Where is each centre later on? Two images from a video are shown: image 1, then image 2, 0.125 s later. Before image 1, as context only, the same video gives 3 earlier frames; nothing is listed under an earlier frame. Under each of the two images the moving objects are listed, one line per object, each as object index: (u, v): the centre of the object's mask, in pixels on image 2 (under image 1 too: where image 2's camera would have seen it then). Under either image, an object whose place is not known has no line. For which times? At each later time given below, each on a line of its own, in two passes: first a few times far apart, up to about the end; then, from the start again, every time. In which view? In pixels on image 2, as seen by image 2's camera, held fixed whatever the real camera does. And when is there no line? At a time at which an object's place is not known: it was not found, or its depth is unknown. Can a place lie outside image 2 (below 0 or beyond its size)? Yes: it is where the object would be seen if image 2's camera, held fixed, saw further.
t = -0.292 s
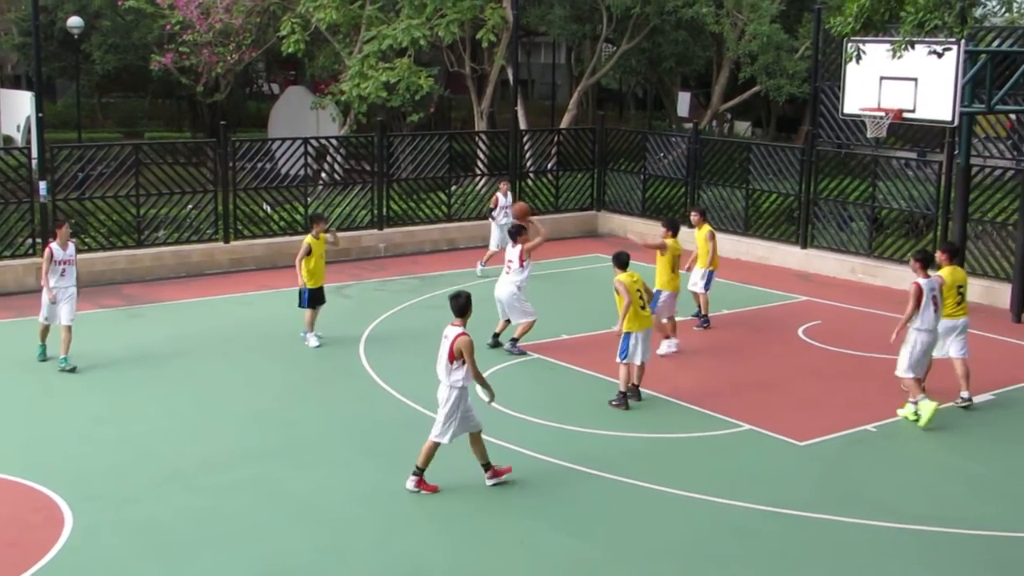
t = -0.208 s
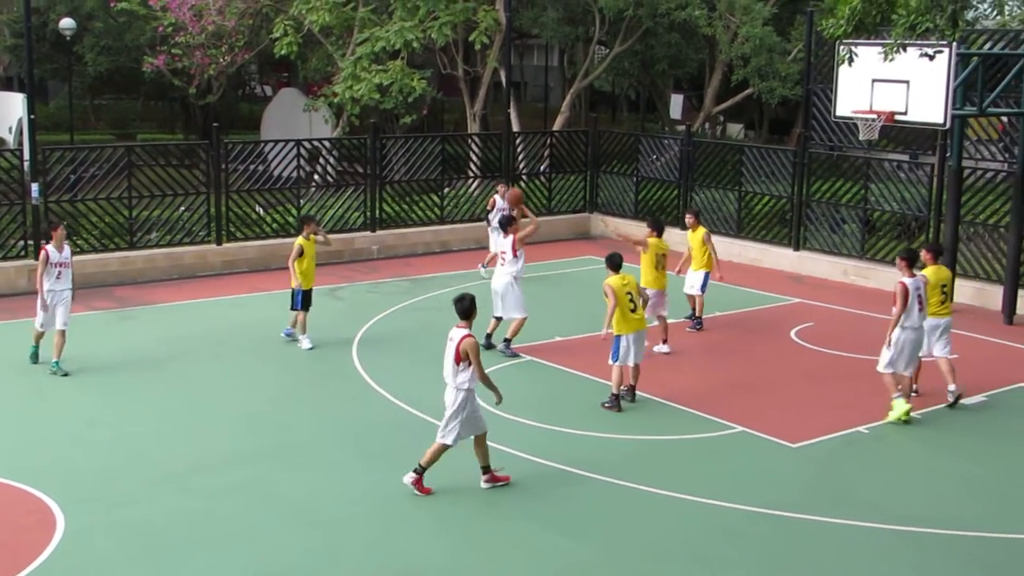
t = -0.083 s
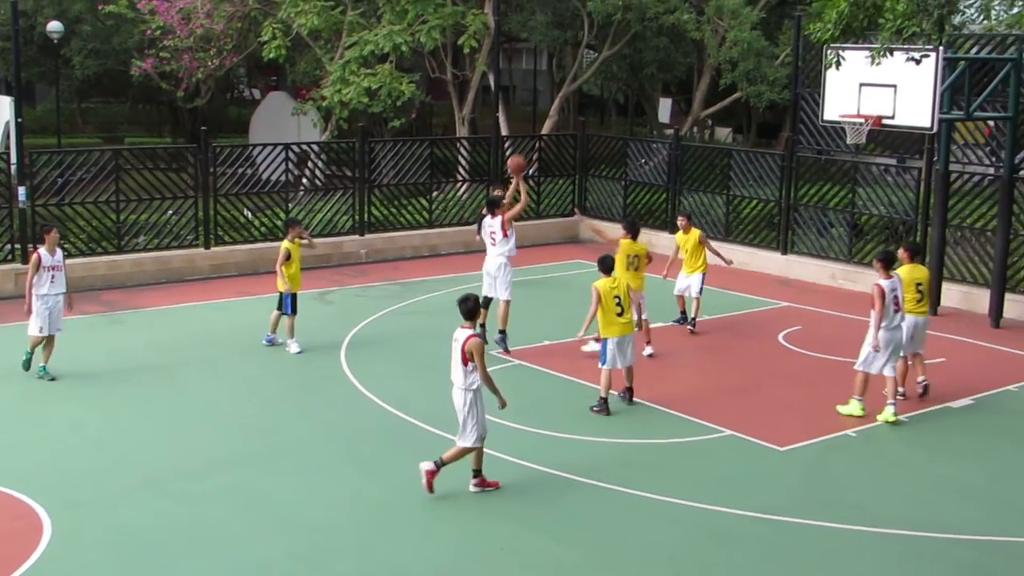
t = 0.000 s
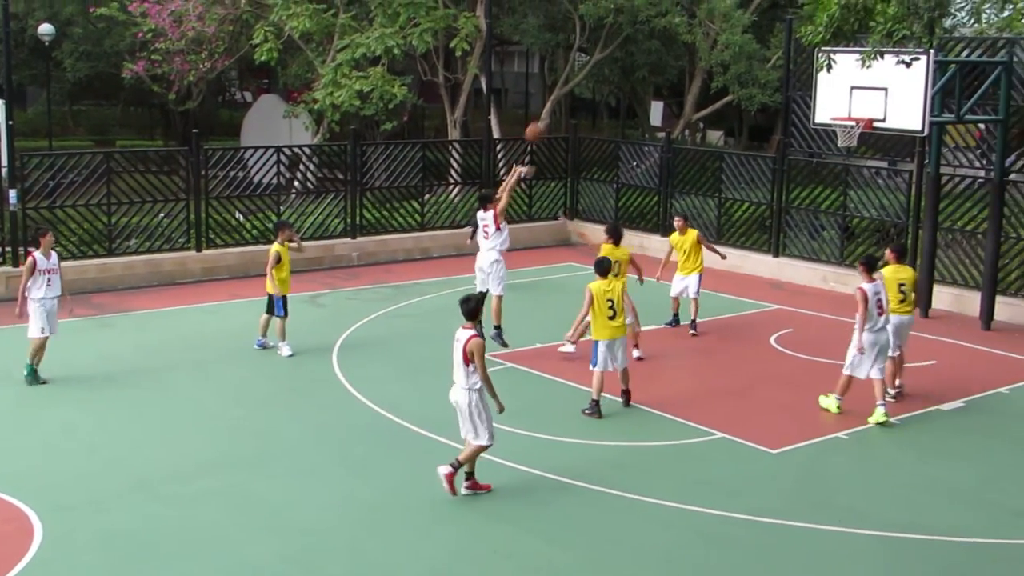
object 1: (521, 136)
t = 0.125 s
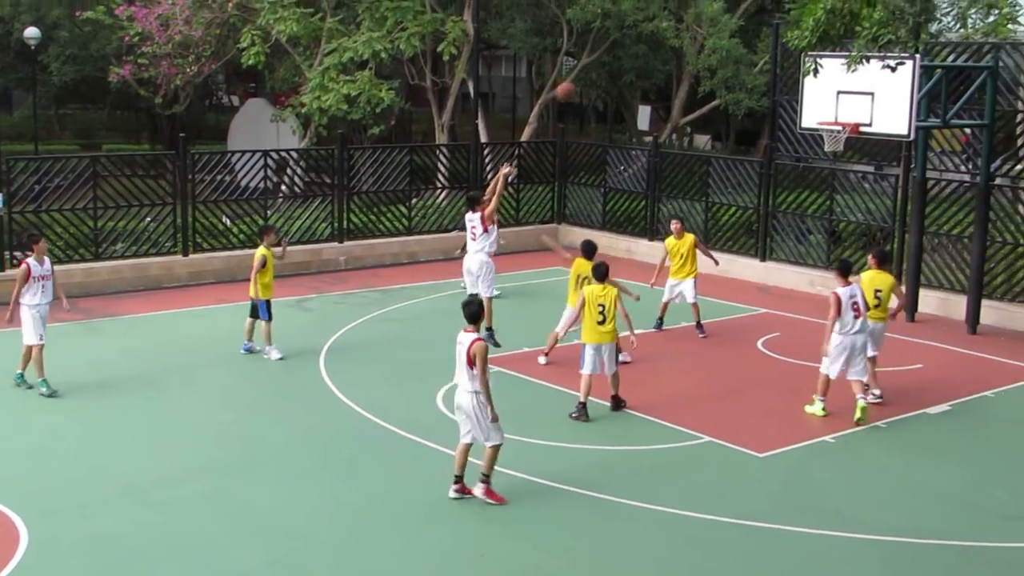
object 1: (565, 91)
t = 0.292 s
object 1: (621, 49)
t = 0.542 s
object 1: (702, 30)
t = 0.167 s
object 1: (579, 78)
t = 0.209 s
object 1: (593, 67)
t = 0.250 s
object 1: (607, 57)
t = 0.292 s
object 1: (621, 49)
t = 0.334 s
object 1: (635, 43)
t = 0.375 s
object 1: (649, 37)
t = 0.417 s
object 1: (662, 33)
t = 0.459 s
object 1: (676, 31)
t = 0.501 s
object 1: (689, 29)
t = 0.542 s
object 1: (702, 30)
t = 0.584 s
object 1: (715, 31)
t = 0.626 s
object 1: (727, 32)
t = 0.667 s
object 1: (741, 37)
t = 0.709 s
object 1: (754, 43)
